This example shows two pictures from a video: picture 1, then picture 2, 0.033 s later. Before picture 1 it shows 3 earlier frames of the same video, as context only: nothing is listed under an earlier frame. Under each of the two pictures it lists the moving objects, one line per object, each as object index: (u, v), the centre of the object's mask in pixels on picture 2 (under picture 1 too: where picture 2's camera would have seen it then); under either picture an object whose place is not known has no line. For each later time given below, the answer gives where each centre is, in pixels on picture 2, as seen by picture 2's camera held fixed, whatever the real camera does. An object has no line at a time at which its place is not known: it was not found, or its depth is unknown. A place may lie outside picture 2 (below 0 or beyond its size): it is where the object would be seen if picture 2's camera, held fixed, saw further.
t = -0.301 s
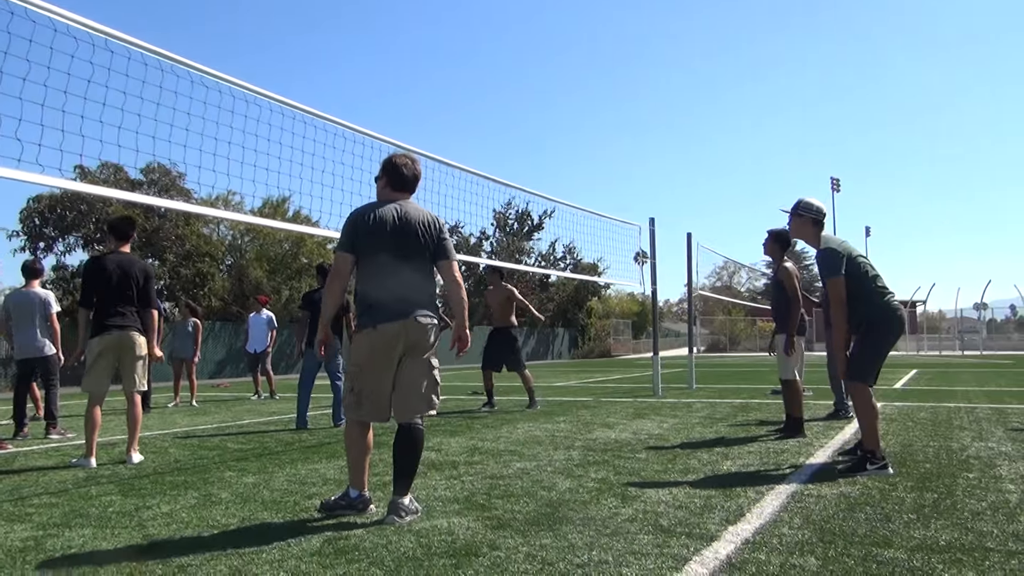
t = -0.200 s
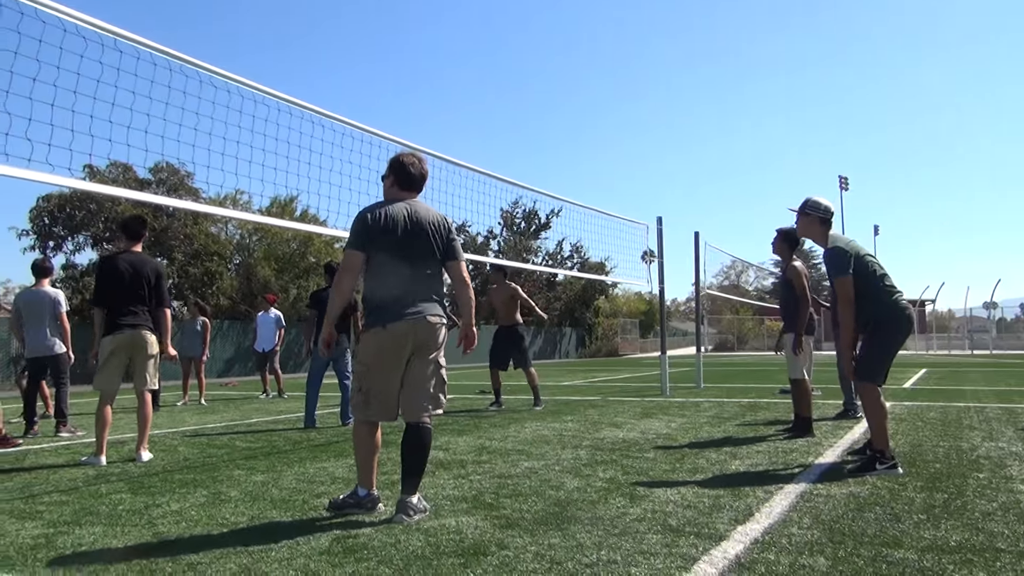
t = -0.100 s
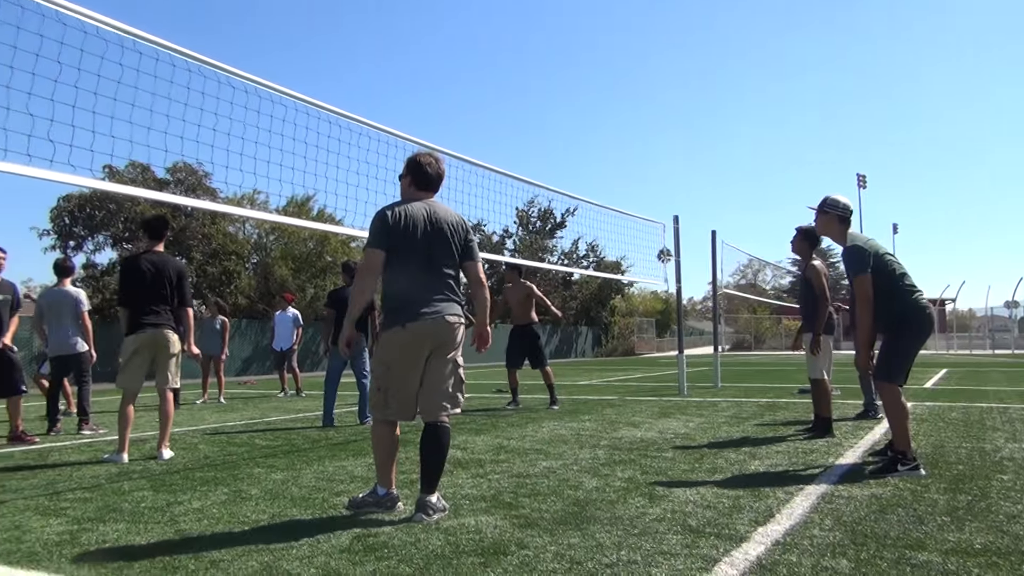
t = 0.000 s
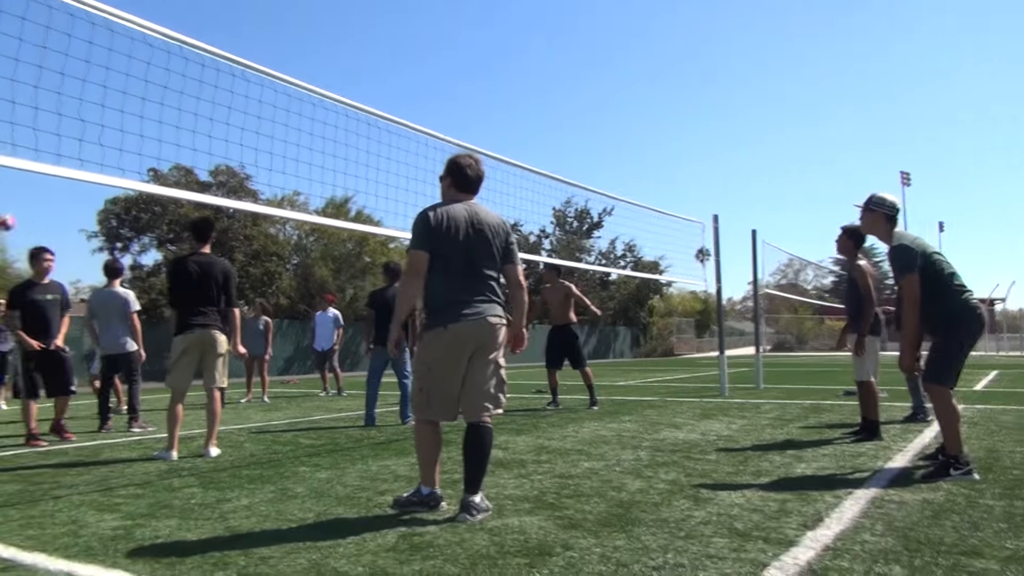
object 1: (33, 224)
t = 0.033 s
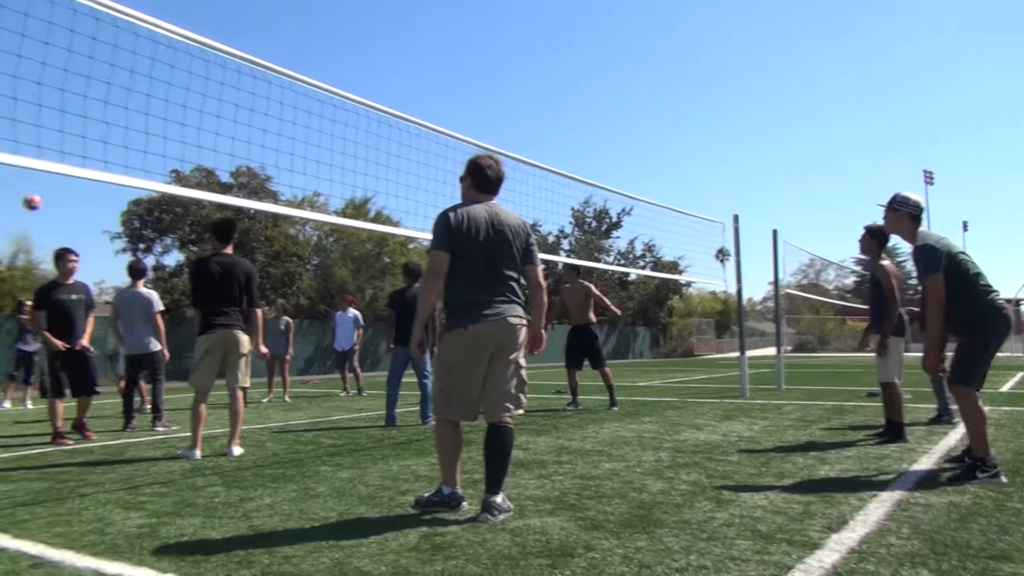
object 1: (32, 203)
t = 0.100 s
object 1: (30, 156)
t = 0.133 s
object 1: (29, 139)
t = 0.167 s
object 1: (26, 119)
